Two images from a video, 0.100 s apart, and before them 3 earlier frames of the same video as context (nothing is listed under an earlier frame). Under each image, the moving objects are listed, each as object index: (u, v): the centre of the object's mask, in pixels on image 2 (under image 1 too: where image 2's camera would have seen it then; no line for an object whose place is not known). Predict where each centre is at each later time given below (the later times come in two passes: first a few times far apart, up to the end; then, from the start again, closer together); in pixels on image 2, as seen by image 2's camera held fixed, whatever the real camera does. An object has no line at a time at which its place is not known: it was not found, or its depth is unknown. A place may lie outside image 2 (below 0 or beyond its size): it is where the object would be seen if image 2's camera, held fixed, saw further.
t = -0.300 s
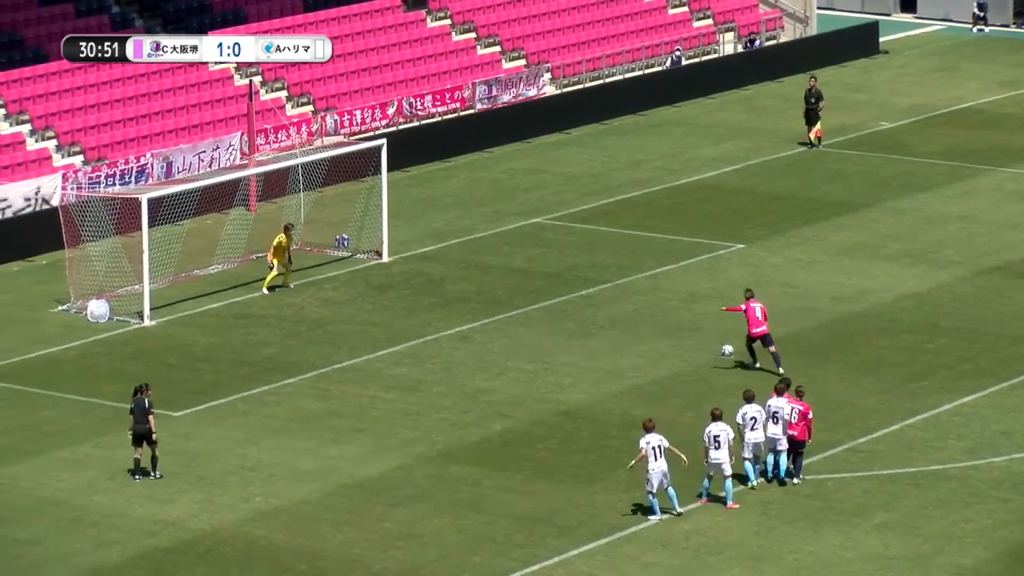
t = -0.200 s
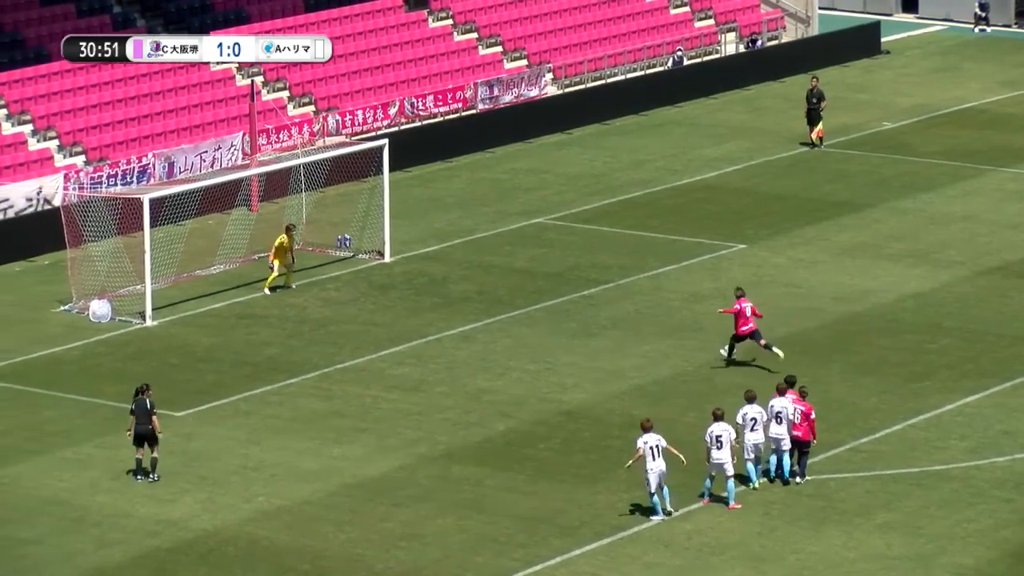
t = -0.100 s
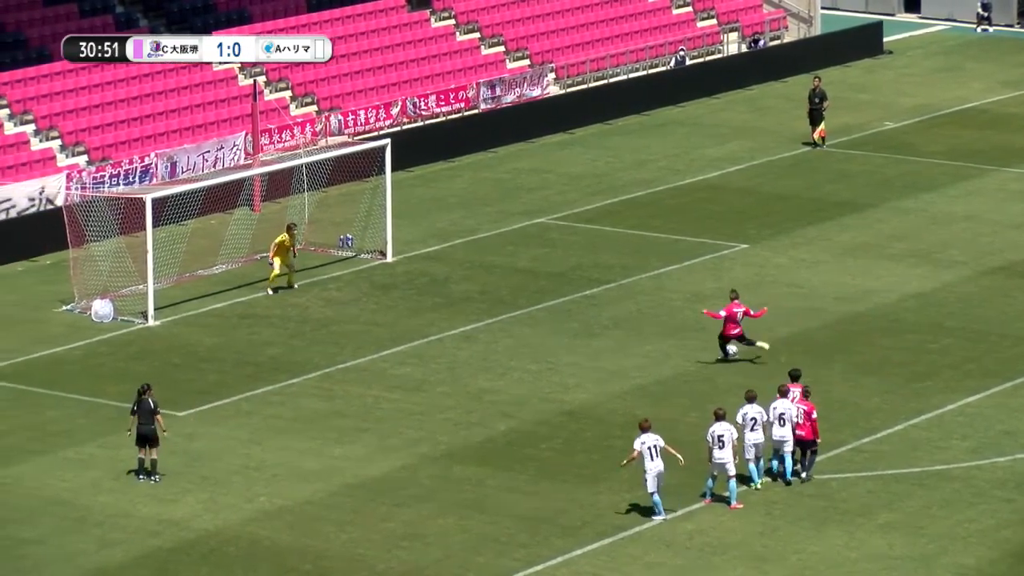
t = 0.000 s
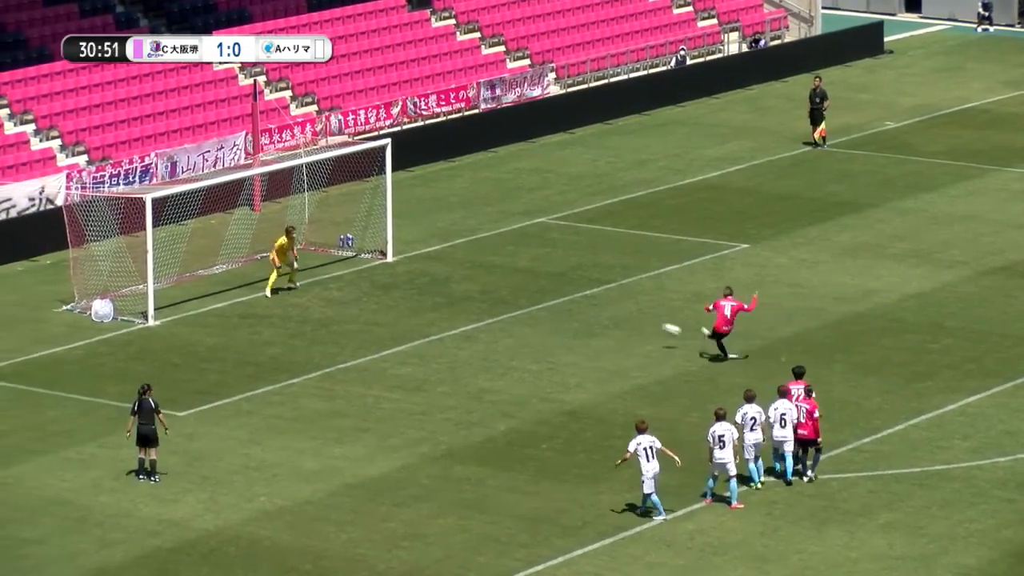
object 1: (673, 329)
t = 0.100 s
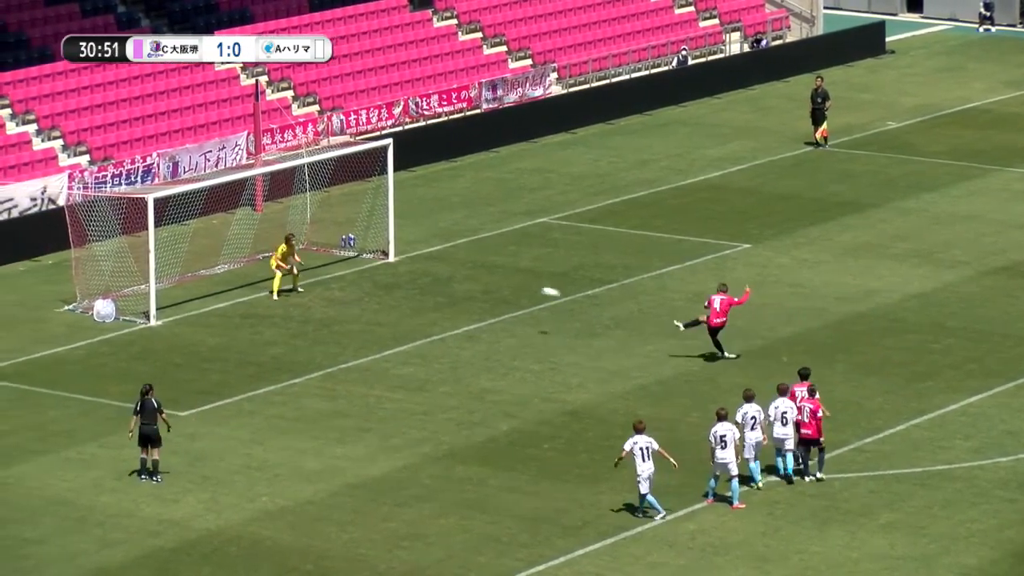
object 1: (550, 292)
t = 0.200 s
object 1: (432, 261)
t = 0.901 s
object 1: (76, 279)
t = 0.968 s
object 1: (82, 292)
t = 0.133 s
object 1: (510, 281)
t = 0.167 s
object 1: (471, 271)
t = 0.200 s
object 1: (432, 261)
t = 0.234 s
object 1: (395, 253)
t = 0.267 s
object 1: (356, 244)
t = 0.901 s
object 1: (76, 279)
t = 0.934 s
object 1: (79, 289)
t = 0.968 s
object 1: (82, 292)
